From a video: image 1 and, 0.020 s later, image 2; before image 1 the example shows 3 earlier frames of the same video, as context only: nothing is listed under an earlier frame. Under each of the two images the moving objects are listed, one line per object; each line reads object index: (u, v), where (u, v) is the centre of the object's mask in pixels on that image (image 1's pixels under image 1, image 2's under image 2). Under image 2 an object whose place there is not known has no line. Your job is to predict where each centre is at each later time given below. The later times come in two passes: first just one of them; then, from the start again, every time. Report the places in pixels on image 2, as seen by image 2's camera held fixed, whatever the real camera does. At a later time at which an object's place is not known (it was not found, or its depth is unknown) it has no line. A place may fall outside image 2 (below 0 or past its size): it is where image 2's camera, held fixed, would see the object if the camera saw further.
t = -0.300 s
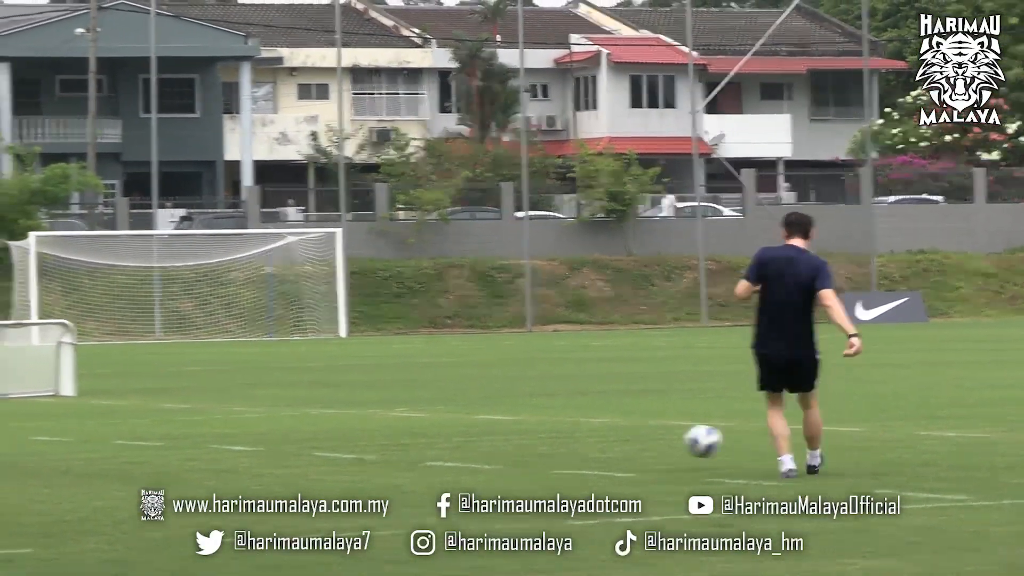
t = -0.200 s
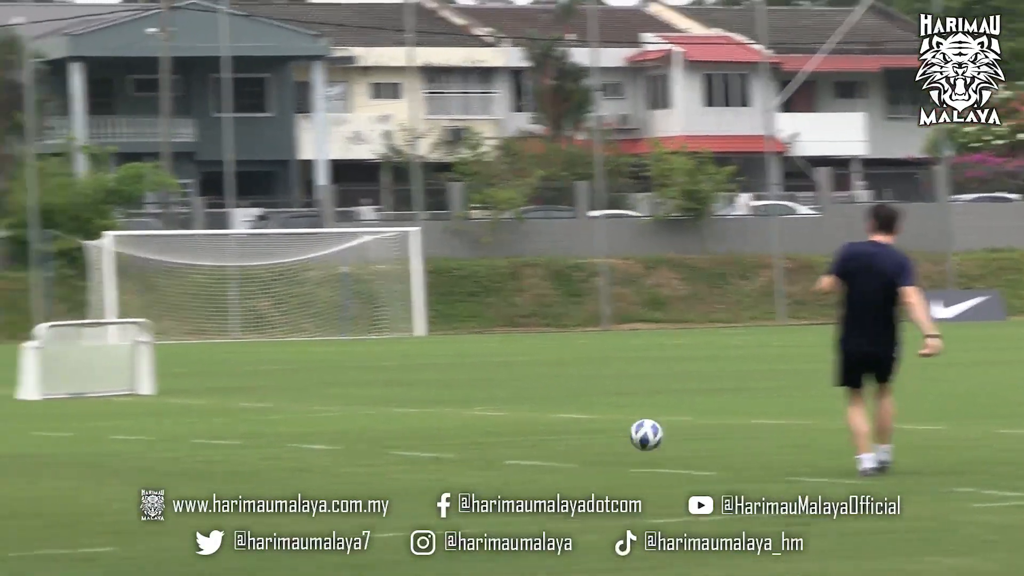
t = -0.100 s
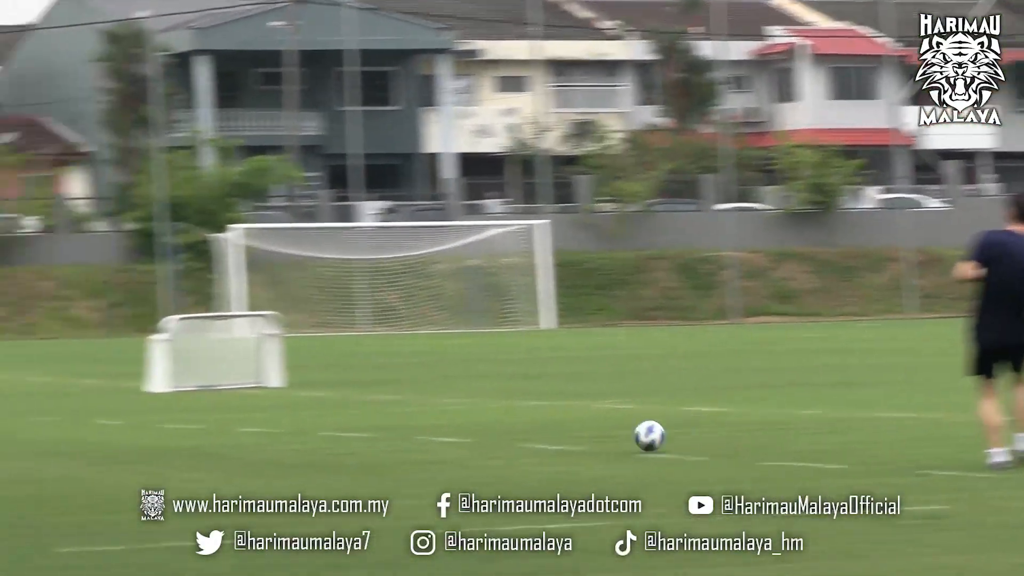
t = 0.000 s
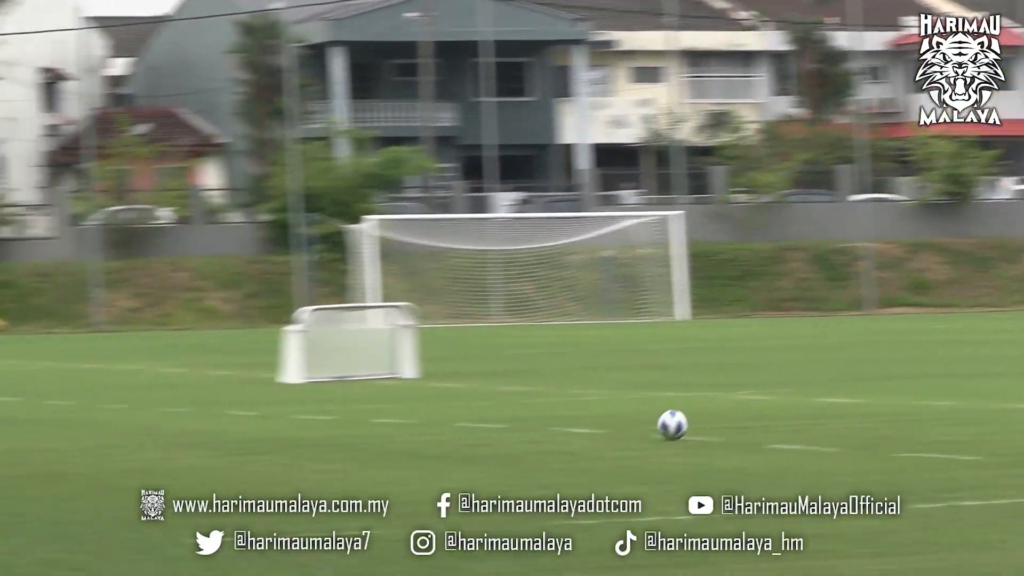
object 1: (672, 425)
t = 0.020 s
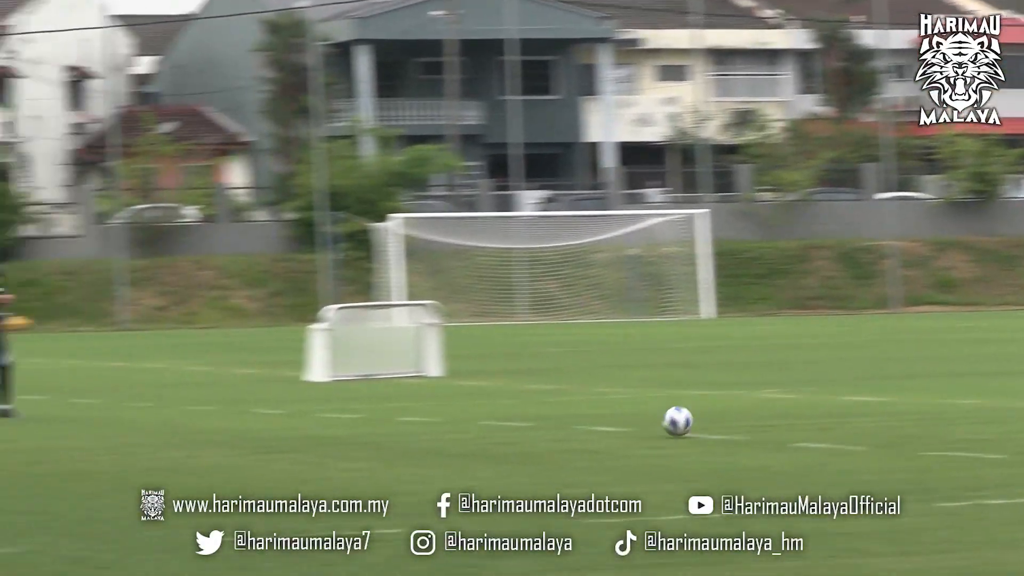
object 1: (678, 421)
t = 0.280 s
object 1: (449, 420)
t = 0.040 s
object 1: (658, 419)
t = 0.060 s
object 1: (639, 419)
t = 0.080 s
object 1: (619, 419)
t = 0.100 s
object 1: (600, 420)
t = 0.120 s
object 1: (582, 420)
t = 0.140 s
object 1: (564, 422)
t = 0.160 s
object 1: (546, 423)
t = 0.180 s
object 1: (528, 424)
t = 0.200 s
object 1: (511, 423)
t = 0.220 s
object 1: (495, 423)
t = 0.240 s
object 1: (480, 422)
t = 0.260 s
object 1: (465, 421)
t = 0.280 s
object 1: (449, 420)
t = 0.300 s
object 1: (434, 421)
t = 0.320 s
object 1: (418, 422)
